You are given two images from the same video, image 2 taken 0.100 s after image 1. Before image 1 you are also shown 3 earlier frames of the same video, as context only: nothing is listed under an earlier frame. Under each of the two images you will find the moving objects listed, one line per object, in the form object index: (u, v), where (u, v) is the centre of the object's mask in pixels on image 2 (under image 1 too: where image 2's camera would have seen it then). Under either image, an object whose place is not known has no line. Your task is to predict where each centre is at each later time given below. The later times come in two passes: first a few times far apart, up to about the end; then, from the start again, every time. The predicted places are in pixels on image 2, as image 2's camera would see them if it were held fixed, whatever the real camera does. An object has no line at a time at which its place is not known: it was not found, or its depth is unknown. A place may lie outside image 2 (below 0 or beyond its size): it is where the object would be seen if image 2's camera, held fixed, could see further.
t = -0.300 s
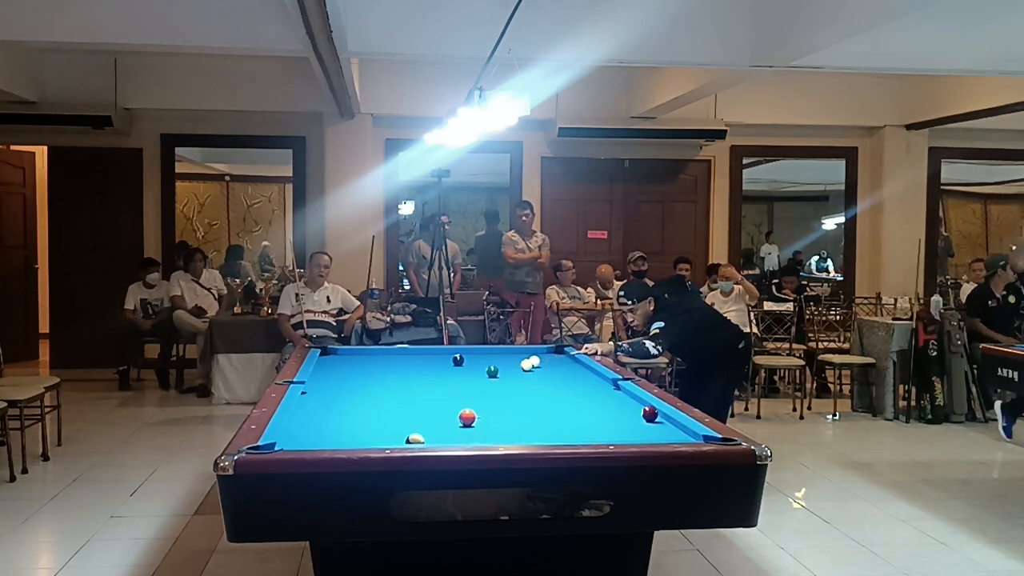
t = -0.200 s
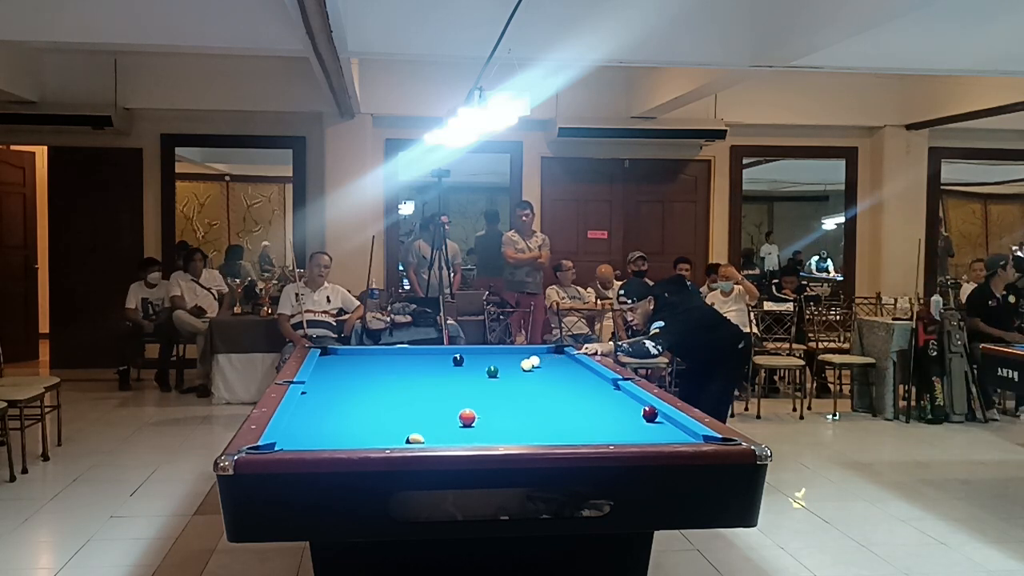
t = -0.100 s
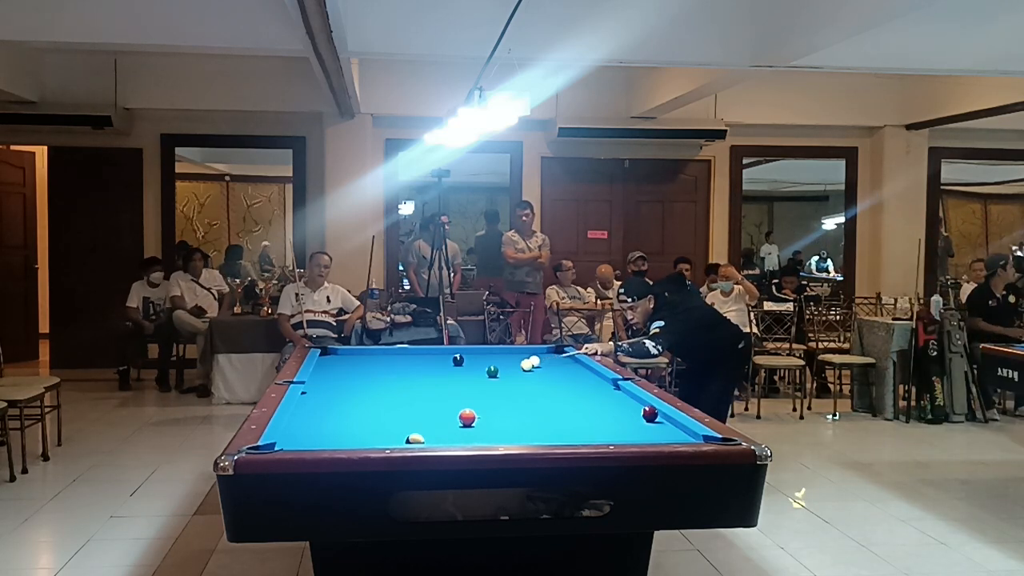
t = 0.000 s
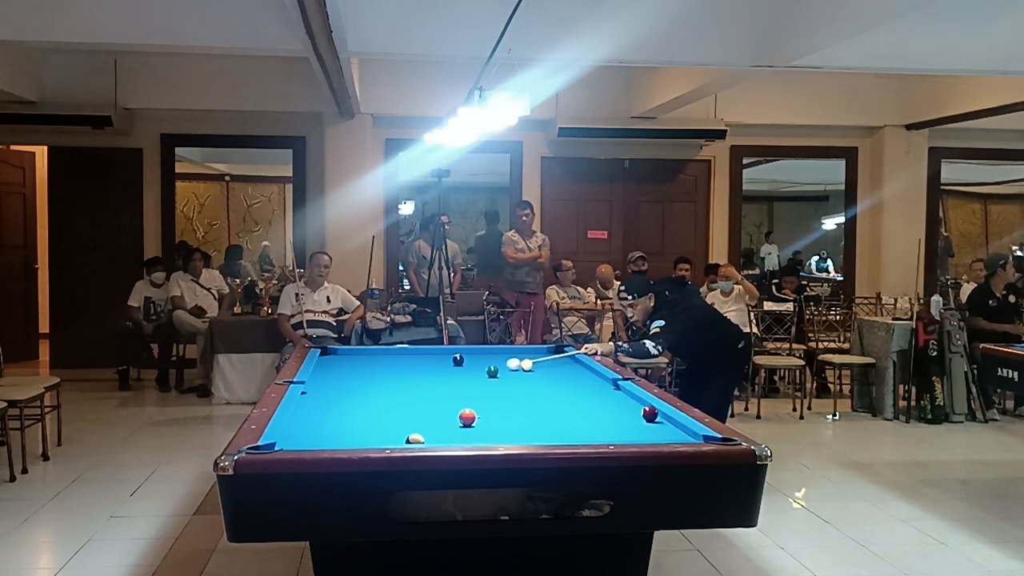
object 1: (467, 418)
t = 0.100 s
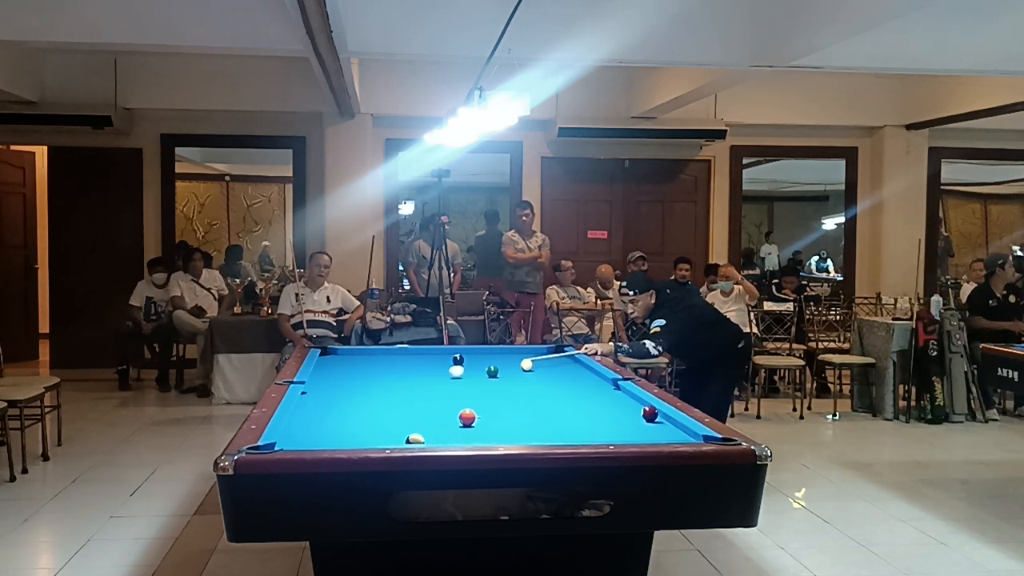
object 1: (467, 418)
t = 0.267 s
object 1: (467, 417)
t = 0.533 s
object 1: (467, 417)
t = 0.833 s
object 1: (475, 427)
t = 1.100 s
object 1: (486, 438)
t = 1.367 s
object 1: (479, 432)
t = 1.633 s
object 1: (472, 423)
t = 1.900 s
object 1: (466, 415)
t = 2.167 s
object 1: (461, 408)
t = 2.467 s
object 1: (456, 402)
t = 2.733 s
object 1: (454, 396)
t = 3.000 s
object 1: (450, 391)
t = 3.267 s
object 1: (447, 387)
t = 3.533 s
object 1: (446, 383)
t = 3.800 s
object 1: (445, 379)
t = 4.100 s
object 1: (443, 376)
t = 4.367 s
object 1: (443, 373)
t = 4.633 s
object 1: (442, 370)
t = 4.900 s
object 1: (442, 367)
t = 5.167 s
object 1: (441, 365)
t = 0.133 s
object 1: (467, 417)
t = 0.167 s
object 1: (467, 417)
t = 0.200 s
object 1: (467, 417)
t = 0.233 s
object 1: (467, 417)
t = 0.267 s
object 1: (467, 417)
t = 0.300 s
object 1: (467, 417)
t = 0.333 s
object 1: (467, 417)
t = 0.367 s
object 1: (467, 417)
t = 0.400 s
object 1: (467, 417)
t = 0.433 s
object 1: (467, 417)
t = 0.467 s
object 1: (467, 417)
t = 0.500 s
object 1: (467, 417)
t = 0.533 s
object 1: (467, 417)
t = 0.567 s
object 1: (467, 417)
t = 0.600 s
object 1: (467, 417)
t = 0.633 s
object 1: (467, 417)
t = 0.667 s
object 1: (467, 417)
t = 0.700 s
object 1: (467, 418)
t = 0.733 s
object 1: (469, 420)
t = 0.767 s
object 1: (471, 423)
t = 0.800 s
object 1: (473, 425)
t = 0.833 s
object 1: (475, 427)
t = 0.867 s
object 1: (477, 430)
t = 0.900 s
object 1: (479, 432)
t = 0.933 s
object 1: (480, 434)
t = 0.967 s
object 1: (482, 435)
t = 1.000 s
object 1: (484, 437)
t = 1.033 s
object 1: (485, 437)
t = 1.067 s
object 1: (487, 439)
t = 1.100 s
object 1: (486, 438)
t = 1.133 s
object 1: (485, 437)
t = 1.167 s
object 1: (484, 437)
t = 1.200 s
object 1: (483, 436)
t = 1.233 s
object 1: (483, 435)
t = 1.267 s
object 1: (482, 435)
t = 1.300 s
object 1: (481, 434)
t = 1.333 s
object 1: (480, 433)
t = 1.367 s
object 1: (479, 432)
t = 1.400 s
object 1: (478, 431)
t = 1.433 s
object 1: (477, 430)
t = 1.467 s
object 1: (476, 429)
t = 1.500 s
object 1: (475, 428)
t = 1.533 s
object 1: (474, 427)
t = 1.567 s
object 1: (474, 425)
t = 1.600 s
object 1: (473, 424)
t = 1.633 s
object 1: (472, 423)
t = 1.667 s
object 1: (471, 422)
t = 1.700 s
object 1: (470, 421)
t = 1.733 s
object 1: (470, 420)
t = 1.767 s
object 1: (469, 419)
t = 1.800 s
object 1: (468, 418)
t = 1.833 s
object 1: (467, 417)
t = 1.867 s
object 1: (467, 416)
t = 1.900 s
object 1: (466, 415)
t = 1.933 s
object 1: (466, 414)
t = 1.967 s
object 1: (465, 414)
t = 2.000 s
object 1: (464, 412)
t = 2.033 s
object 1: (463, 412)
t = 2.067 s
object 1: (463, 411)
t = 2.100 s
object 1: (462, 410)
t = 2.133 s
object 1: (462, 409)
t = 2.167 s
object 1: (461, 408)
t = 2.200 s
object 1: (461, 408)
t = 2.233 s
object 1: (460, 407)
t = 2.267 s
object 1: (460, 406)
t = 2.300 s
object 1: (459, 405)
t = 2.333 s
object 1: (458, 404)
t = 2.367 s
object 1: (458, 404)
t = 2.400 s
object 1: (458, 403)
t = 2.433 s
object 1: (457, 402)
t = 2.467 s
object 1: (456, 402)
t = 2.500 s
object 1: (456, 401)
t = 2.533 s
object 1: (456, 400)
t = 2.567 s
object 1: (455, 399)
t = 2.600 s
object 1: (455, 398)
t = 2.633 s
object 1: (455, 398)
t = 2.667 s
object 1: (454, 397)
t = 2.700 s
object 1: (454, 396)
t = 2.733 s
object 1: (454, 396)
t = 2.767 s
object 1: (453, 395)
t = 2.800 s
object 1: (453, 395)
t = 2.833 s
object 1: (452, 394)
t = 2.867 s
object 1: (452, 393)
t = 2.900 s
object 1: (452, 393)
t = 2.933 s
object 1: (451, 392)
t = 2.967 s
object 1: (451, 392)
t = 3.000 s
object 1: (450, 391)
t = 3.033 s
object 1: (450, 391)
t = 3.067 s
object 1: (449, 390)
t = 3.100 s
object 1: (449, 390)
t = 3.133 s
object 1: (449, 389)
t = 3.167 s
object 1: (448, 388)
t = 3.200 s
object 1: (448, 388)
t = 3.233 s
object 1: (448, 387)
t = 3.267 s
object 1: (447, 387)
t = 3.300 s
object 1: (447, 386)
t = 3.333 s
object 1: (447, 385)
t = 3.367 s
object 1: (447, 385)
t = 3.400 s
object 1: (447, 385)
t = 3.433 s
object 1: (446, 384)
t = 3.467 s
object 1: (446, 384)
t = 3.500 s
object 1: (446, 383)
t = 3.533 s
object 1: (446, 383)
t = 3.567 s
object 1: (446, 382)
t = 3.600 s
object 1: (445, 382)
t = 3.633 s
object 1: (445, 381)
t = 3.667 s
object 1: (445, 381)
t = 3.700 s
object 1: (445, 380)
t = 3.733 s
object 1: (445, 380)
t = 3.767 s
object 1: (445, 380)
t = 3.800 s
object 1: (445, 379)
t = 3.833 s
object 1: (445, 379)
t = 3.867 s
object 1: (444, 378)
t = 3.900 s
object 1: (444, 378)
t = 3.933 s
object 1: (444, 377)
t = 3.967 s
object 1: (444, 377)
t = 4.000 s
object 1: (444, 377)
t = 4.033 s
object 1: (444, 376)
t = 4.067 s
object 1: (444, 376)
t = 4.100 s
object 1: (443, 376)
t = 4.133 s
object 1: (443, 375)
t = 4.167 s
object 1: (443, 375)
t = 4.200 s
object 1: (443, 374)
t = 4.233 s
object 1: (443, 374)
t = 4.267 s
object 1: (443, 374)
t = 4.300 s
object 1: (443, 373)
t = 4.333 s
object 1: (443, 373)
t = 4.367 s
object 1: (443, 373)
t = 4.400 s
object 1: (443, 372)
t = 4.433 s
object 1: (443, 372)
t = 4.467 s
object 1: (442, 372)
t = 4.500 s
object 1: (443, 371)
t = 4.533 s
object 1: (442, 371)
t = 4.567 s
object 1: (442, 371)
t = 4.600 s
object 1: (442, 370)
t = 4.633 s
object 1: (442, 370)
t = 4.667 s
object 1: (442, 370)
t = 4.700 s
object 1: (442, 369)
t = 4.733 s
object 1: (442, 369)
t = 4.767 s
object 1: (442, 369)
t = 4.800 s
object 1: (442, 368)
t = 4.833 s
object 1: (442, 368)
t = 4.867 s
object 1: (441, 368)
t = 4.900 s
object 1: (442, 367)
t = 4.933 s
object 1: (441, 367)
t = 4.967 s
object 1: (441, 367)
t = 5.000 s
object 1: (441, 367)
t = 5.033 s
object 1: (441, 367)
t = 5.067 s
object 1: (441, 366)
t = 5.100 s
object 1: (441, 366)
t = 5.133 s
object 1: (441, 366)
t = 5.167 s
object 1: (441, 365)
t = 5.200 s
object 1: (441, 365)
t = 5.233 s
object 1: (441, 365)
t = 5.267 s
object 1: (441, 365)
